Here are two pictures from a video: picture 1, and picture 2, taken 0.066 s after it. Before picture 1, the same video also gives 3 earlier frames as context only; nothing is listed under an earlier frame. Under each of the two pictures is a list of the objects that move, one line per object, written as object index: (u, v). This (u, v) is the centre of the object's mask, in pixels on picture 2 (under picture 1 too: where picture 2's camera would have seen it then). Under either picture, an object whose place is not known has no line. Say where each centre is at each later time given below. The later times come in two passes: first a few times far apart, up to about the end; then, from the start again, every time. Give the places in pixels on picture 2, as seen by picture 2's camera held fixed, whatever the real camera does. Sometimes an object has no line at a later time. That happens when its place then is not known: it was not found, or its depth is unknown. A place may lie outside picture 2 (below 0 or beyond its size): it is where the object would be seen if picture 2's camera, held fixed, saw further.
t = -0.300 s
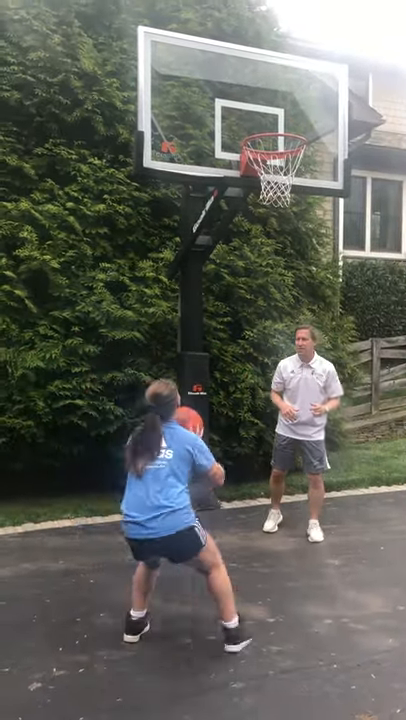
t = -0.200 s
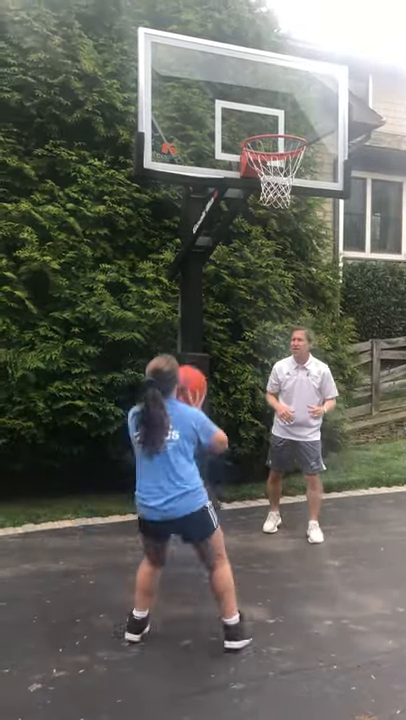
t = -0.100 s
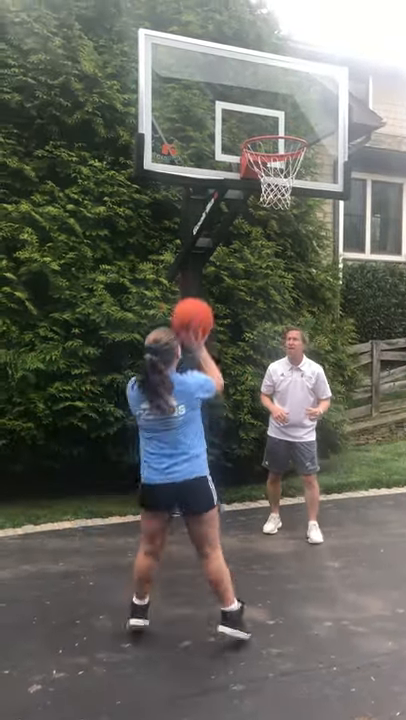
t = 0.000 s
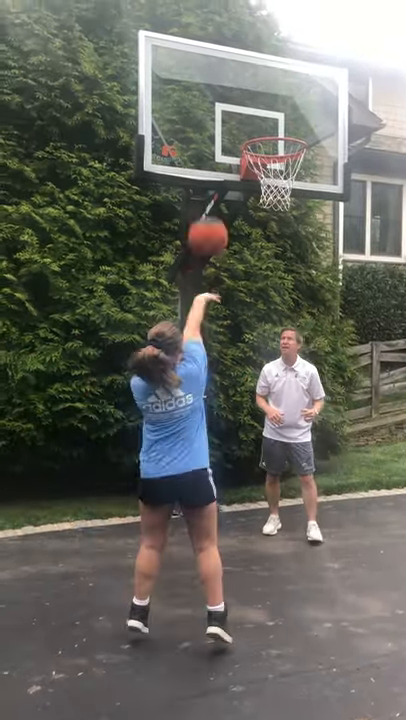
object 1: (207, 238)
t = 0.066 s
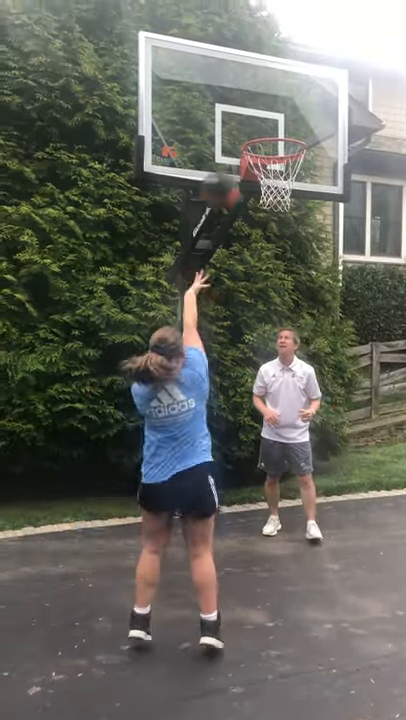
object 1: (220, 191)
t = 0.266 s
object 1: (249, 105)
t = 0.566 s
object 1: (283, 108)
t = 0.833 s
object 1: (295, 115)
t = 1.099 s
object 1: (293, 132)
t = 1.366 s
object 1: (266, 131)
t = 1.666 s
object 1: (289, 218)
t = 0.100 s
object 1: (225, 170)
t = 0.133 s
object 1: (230, 154)
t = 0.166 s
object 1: (235, 138)
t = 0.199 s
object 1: (239, 125)
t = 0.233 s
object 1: (244, 113)
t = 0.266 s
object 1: (249, 105)
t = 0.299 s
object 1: (254, 98)
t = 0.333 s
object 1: (257, 95)
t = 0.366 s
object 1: (262, 92)
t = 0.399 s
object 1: (265, 92)
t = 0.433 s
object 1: (270, 94)
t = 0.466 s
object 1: (272, 96)
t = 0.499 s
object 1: (275, 100)
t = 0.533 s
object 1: (282, 103)
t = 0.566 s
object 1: (283, 108)
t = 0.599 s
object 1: (287, 114)
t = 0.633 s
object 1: (290, 121)
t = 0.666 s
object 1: (294, 128)
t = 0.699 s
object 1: (298, 132)
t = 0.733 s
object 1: (296, 128)
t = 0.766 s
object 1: (296, 124)
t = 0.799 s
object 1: (295, 119)
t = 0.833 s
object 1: (295, 115)
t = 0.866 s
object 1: (295, 115)
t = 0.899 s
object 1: (294, 114)
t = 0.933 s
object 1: (294, 115)
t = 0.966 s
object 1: (294, 116)
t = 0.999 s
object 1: (293, 120)
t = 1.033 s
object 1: (293, 125)
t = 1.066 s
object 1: (293, 130)
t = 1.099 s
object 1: (293, 132)
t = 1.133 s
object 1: (292, 128)
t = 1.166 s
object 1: (290, 125)
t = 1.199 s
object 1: (286, 122)
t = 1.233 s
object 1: (282, 122)
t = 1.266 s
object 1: (279, 123)
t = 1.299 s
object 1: (274, 126)
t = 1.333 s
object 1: (269, 128)
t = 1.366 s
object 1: (266, 131)
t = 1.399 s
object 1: (263, 135)
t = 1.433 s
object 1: (263, 151)
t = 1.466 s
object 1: (267, 157)
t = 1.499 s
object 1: (273, 159)
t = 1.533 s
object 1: (276, 172)
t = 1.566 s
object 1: (283, 181)
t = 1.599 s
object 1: (283, 196)
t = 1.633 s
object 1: (288, 205)
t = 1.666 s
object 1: (289, 218)
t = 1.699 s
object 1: (290, 233)
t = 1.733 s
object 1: (294, 250)
